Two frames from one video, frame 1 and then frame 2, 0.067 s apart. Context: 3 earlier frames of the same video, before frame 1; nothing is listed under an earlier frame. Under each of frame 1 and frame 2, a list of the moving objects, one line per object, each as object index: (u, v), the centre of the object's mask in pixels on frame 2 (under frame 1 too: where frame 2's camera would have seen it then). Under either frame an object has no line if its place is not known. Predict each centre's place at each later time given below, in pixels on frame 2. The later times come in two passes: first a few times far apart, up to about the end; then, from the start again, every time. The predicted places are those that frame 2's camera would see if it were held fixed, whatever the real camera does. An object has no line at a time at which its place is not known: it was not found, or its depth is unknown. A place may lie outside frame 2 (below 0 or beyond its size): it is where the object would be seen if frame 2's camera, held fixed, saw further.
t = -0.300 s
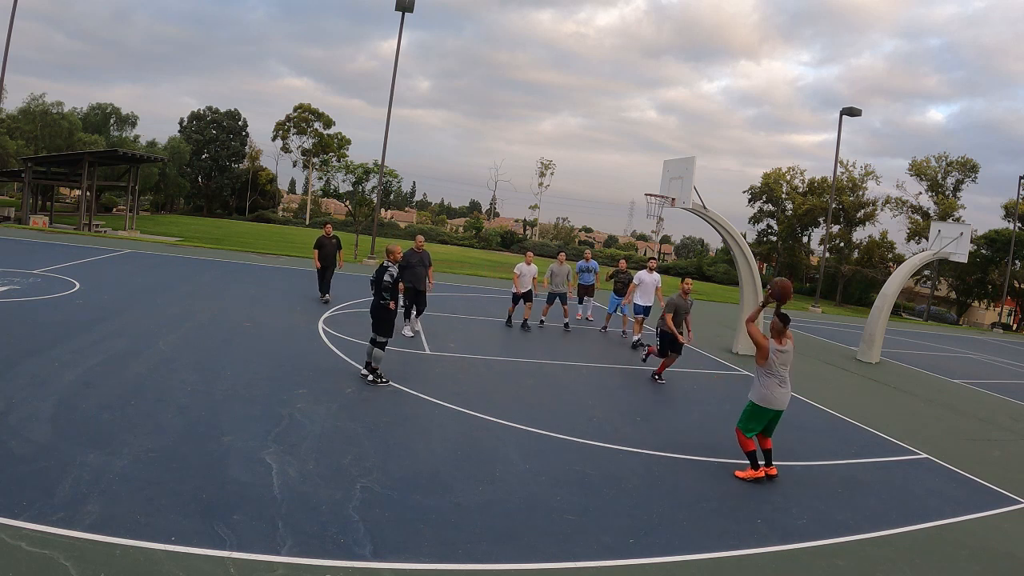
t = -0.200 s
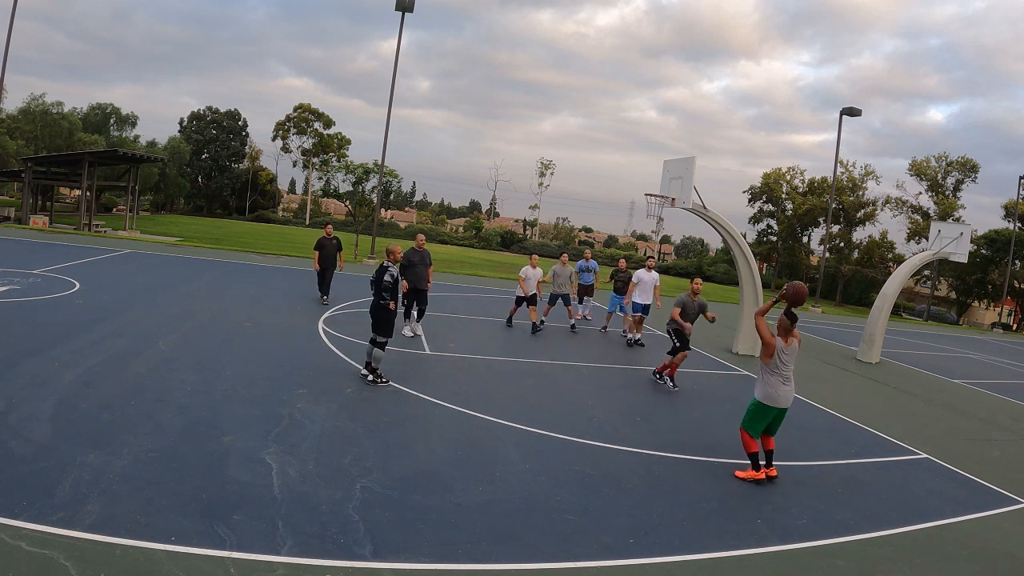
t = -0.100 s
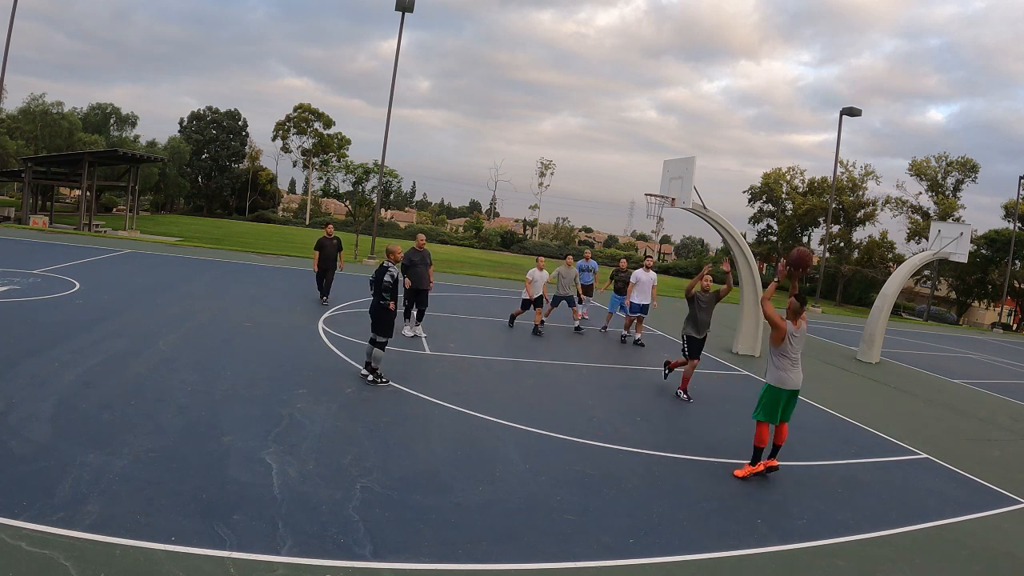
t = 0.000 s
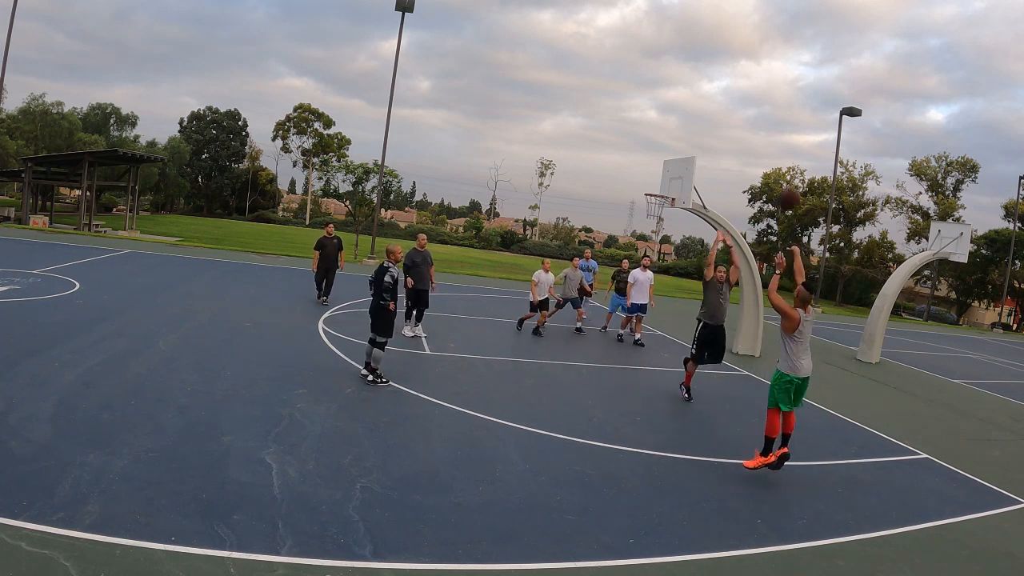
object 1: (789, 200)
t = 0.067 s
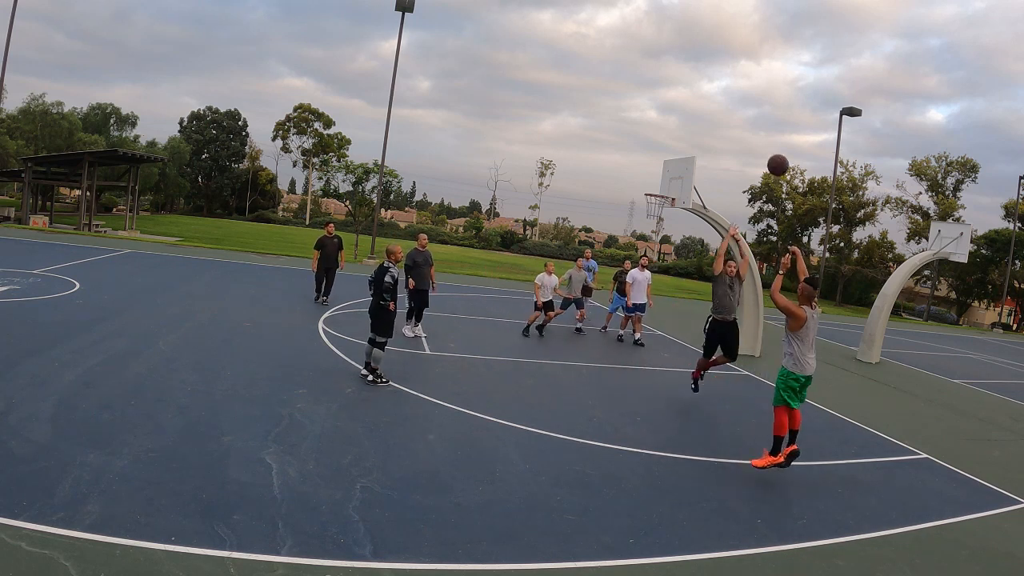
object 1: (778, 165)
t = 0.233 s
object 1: (752, 111)
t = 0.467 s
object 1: (721, 87)
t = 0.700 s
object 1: (694, 100)
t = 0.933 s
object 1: (670, 139)
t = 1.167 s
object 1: (650, 184)
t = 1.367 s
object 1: (654, 166)
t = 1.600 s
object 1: (654, 168)
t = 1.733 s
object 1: (653, 181)
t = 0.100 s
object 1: (772, 151)
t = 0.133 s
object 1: (767, 139)
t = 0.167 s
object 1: (762, 128)
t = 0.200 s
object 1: (757, 119)
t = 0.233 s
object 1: (752, 111)
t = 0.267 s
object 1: (747, 105)
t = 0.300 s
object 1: (743, 99)
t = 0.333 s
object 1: (738, 95)
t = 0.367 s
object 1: (734, 92)
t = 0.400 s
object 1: (729, 89)
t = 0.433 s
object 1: (725, 87)
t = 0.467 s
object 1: (721, 87)
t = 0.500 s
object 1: (717, 86)
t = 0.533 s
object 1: (713, 87)
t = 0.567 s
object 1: (709, 88)
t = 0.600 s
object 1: (706, 90)
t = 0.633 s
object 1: (702, 93)
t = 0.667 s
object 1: (698, 96)
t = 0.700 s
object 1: (694, 100)
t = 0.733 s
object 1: (691, 104)
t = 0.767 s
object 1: (688, 109)
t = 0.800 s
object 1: (684, 114)
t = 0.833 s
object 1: (681, 119)
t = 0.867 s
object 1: (677, 125)
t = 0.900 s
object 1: (674, 132)
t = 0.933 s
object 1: (670, 139)
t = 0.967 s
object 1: (667, 146)
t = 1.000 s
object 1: (664, 154)
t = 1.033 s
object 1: (660, 161)
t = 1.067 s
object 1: (657, 170)
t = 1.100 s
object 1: (654, 179)
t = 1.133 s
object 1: (650, 188)
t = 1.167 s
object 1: (650, 184)
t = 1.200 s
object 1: (651, 180)
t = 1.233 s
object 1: (652, 176)
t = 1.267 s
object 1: (652, 173)
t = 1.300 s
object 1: (653, 170)
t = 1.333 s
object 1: (653, 167)
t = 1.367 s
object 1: (654, 166)
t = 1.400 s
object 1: (654, 164)
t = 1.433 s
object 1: (654, 164)
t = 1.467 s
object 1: (654, 164)
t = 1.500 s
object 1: (654, 164)
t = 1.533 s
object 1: (654, 165)
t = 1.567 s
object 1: (654, 167)
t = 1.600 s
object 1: (654, 168)
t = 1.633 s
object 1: (654, 171)
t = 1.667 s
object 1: (654, 174)
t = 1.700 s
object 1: (653, 177)
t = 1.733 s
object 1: (653, 181)
